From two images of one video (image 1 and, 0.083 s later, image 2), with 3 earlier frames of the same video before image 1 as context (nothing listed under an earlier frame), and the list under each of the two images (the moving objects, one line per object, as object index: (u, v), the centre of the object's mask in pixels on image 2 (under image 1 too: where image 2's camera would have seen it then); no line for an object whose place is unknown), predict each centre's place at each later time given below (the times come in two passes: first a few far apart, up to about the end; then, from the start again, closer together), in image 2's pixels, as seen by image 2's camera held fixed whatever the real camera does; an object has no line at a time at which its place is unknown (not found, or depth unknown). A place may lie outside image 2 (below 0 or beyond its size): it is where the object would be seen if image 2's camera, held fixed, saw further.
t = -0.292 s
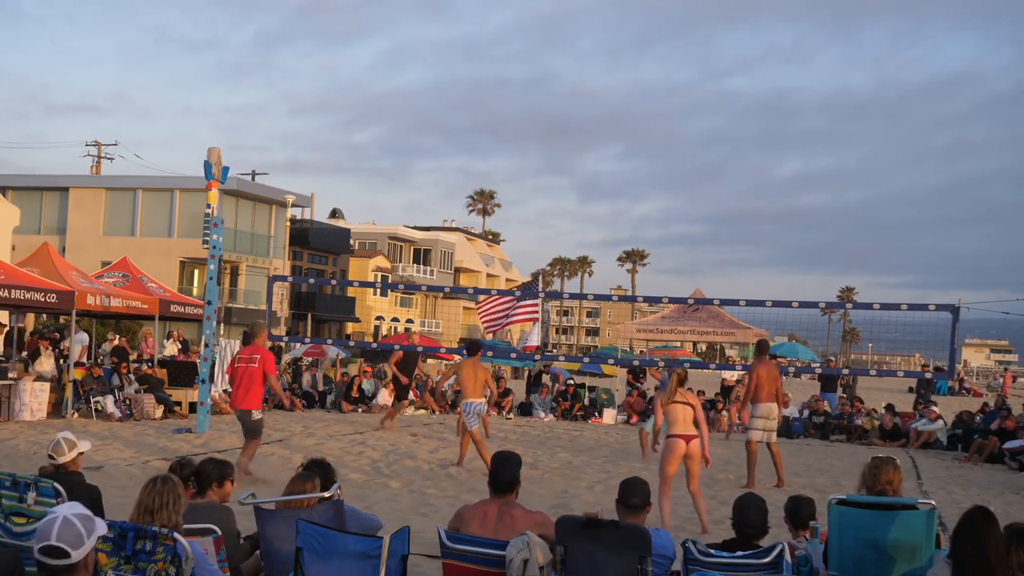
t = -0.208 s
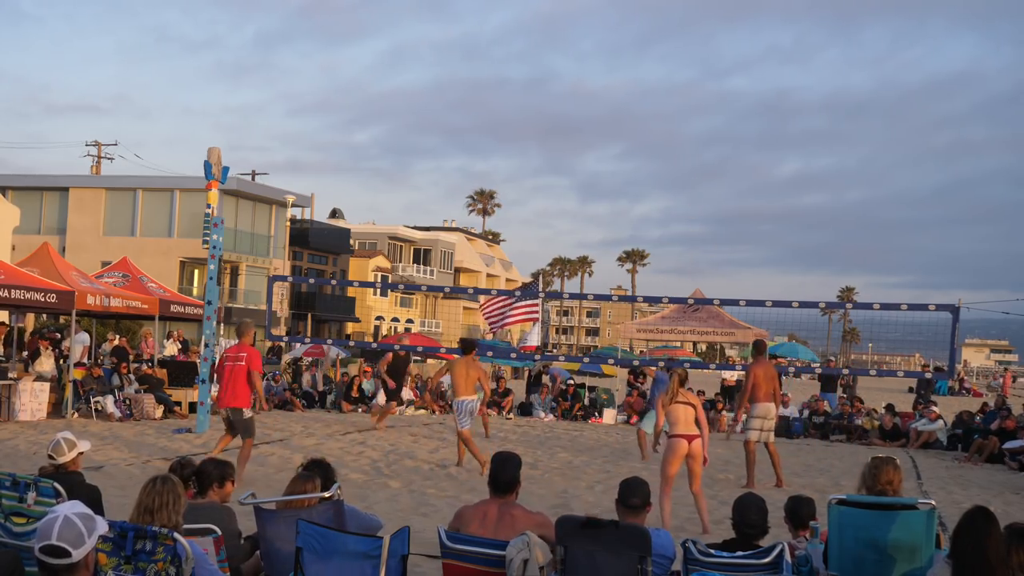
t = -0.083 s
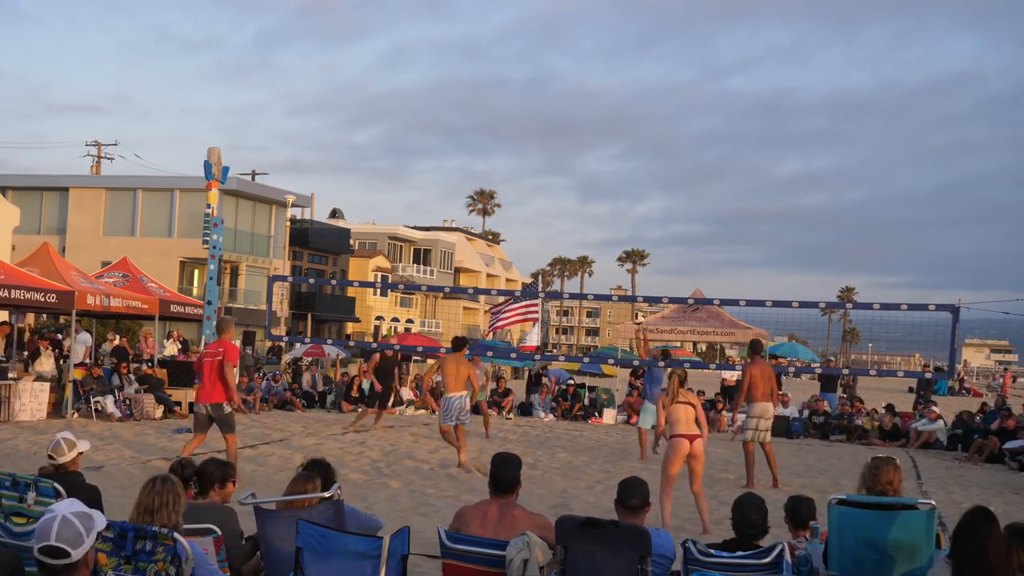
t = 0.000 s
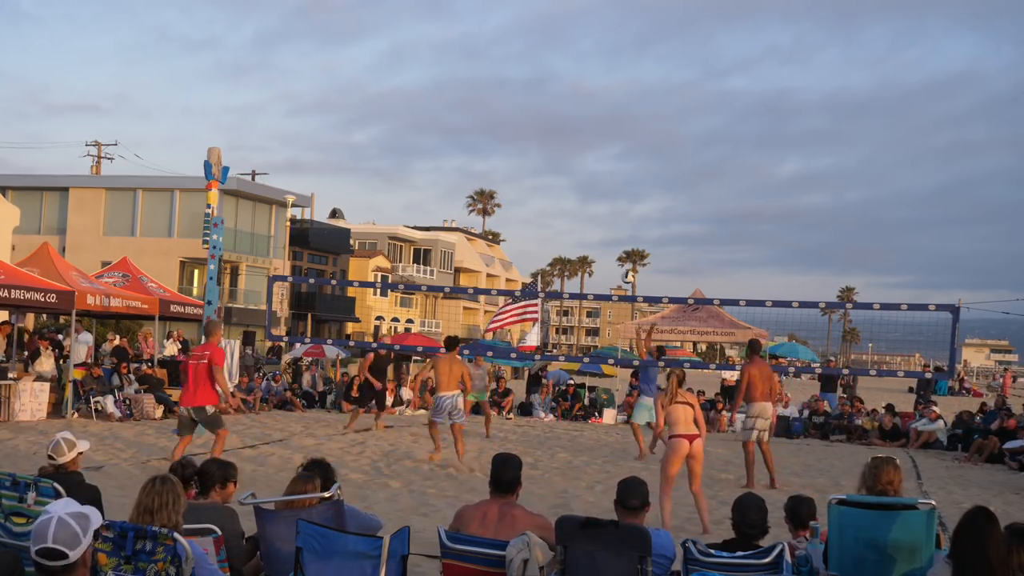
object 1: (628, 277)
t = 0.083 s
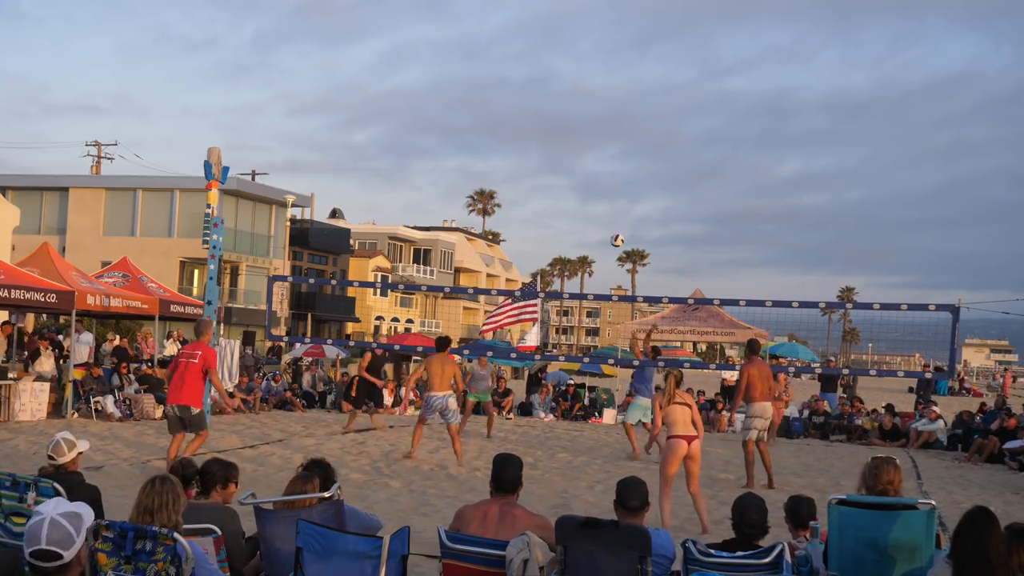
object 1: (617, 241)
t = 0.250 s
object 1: (594, 180)
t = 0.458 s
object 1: (562, 129)
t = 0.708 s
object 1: (520, 105)
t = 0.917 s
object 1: (484, 113)
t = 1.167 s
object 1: (437, 160)
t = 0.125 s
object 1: (611, 224)
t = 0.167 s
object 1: (605, 209)
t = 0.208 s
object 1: (600, 194)
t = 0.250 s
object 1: (594, 180)
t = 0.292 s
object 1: (587, 168)
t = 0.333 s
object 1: (581, 157)
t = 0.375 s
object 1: (575, 146)
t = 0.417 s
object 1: (568, 137)
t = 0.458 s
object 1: (562, 129)
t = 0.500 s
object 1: (555, 123)
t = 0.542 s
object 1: (548, 117)
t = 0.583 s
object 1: (542, 112)
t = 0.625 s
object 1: (535, 109)
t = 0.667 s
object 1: (527, 106)
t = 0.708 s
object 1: (520, 105)
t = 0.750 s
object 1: (513, 104)
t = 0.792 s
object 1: (506, 105)
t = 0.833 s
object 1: (498, 106)
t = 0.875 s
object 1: (491, 109)
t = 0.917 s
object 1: (484, 113)
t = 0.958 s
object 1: (476, 118)
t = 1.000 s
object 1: (468, 125)
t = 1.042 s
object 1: (460, 132)
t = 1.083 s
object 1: (453, 140)
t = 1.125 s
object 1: (445, 149)
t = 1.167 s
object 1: (437, 160)
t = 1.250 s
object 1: (420, 184)
